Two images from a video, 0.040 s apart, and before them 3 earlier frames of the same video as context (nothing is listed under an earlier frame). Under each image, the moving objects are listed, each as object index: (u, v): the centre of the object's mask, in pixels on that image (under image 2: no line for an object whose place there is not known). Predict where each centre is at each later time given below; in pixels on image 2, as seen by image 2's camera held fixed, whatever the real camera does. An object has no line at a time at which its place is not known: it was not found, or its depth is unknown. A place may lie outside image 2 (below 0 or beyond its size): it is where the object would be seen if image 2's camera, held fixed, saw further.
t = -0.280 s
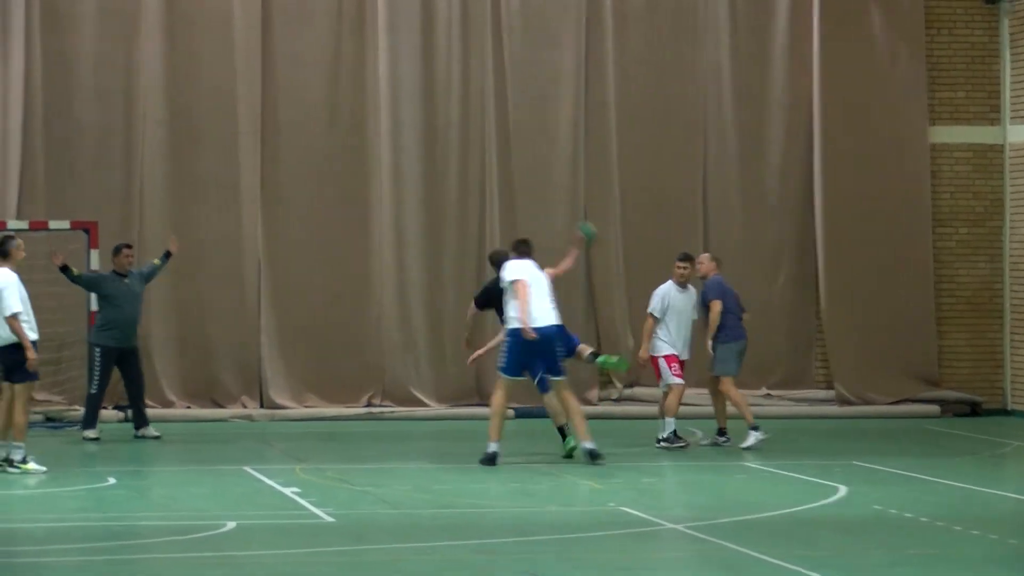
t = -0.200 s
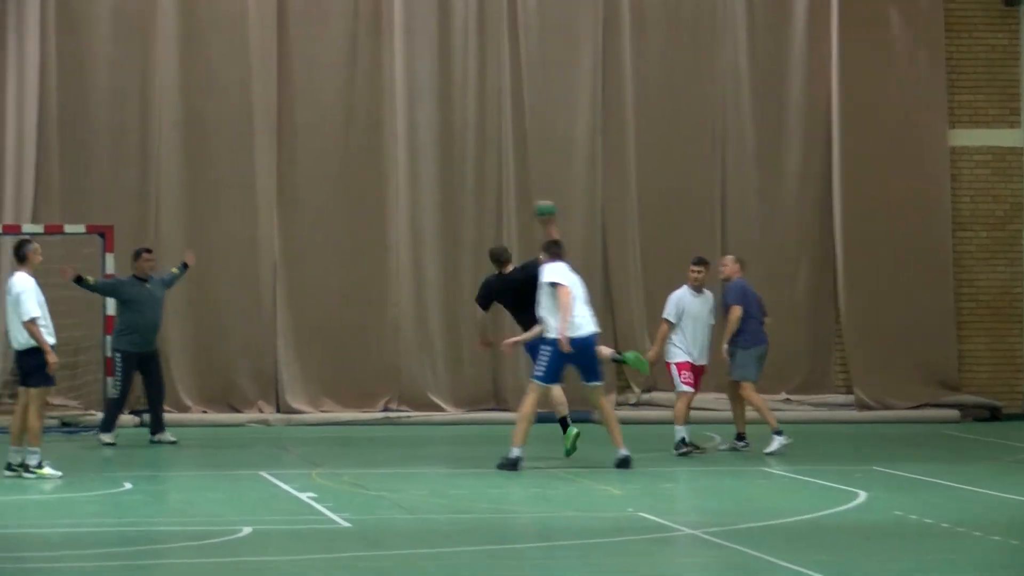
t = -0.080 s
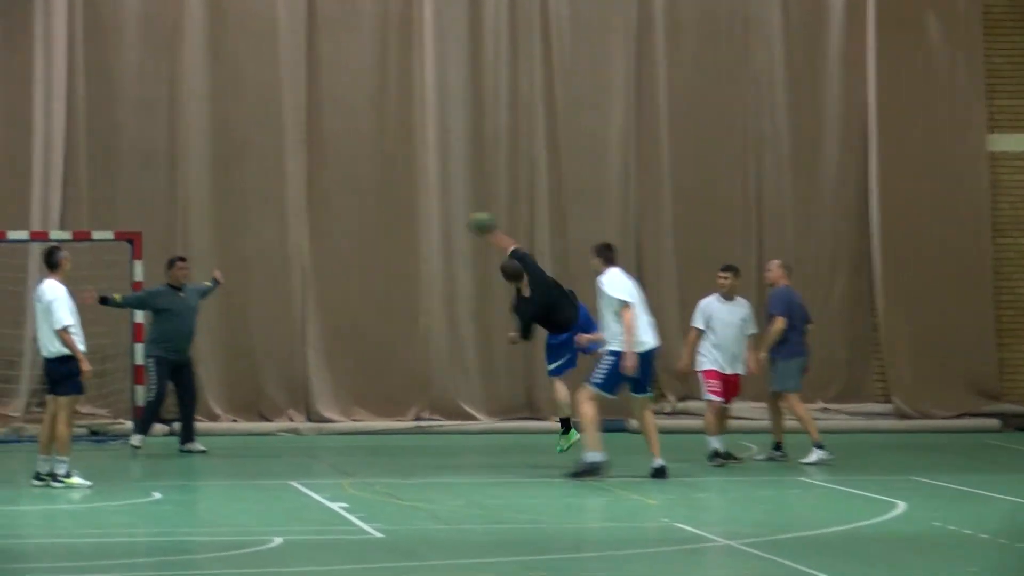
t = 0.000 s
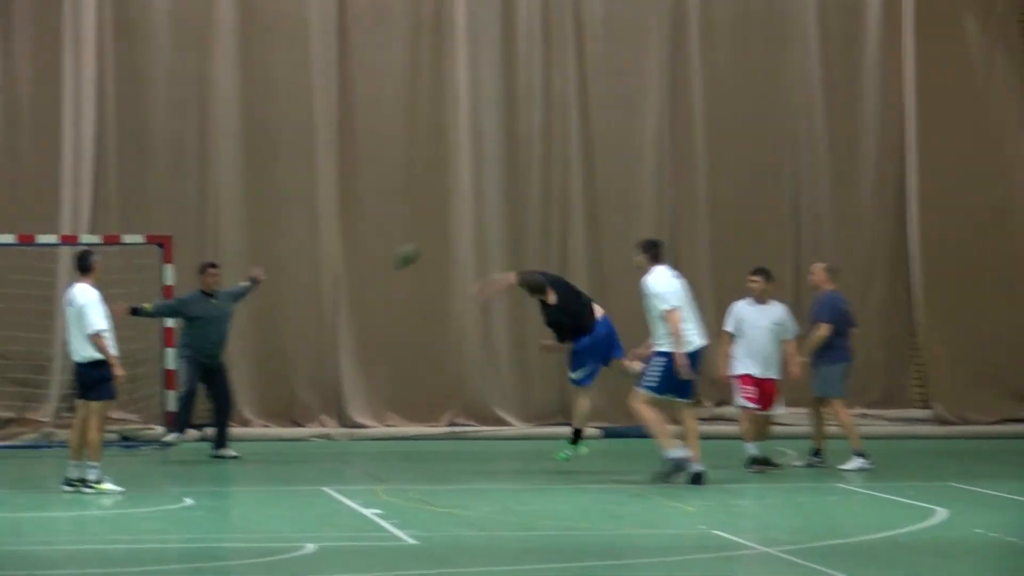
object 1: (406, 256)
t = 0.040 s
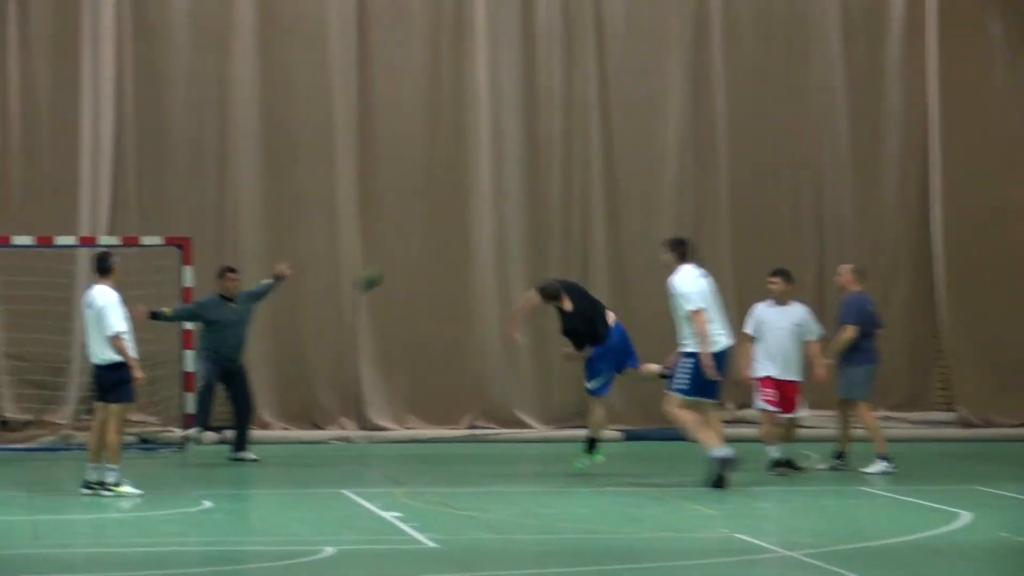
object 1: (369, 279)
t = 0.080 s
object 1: (316, 304)
